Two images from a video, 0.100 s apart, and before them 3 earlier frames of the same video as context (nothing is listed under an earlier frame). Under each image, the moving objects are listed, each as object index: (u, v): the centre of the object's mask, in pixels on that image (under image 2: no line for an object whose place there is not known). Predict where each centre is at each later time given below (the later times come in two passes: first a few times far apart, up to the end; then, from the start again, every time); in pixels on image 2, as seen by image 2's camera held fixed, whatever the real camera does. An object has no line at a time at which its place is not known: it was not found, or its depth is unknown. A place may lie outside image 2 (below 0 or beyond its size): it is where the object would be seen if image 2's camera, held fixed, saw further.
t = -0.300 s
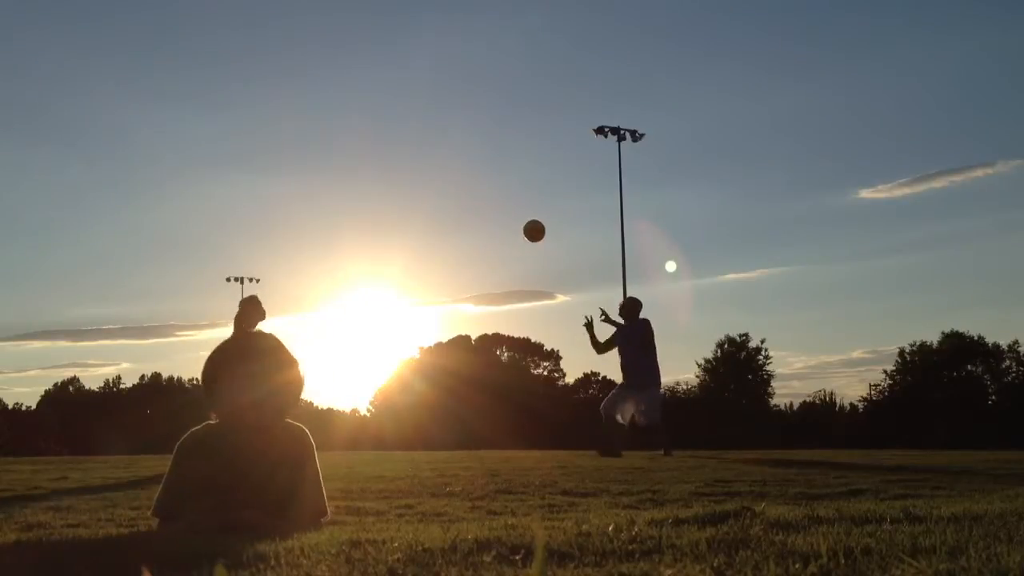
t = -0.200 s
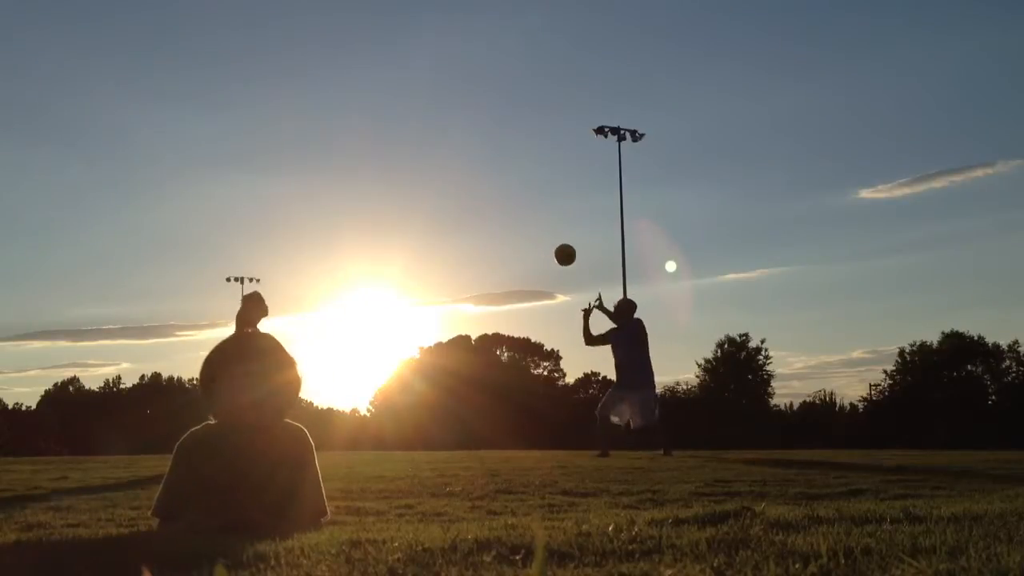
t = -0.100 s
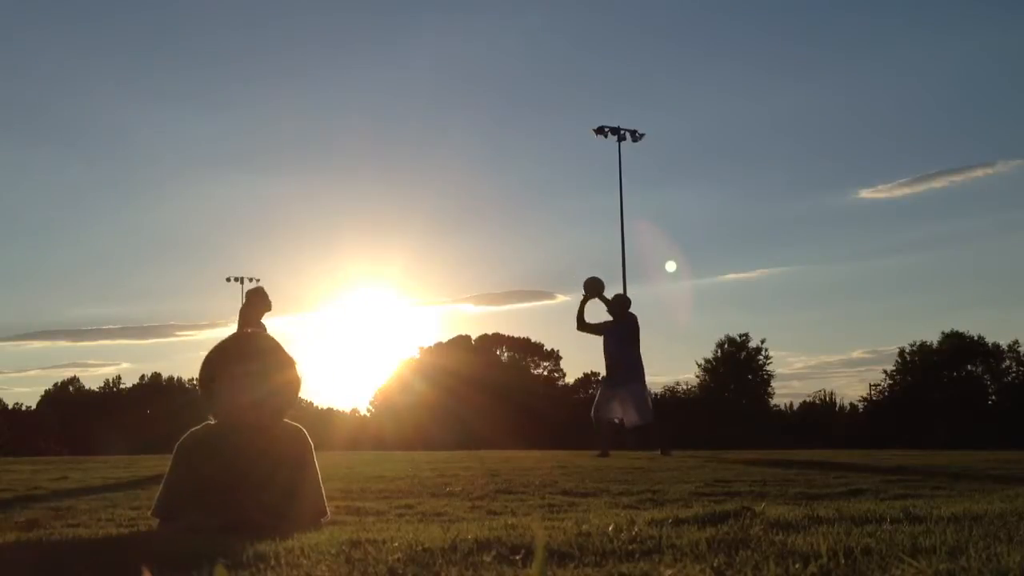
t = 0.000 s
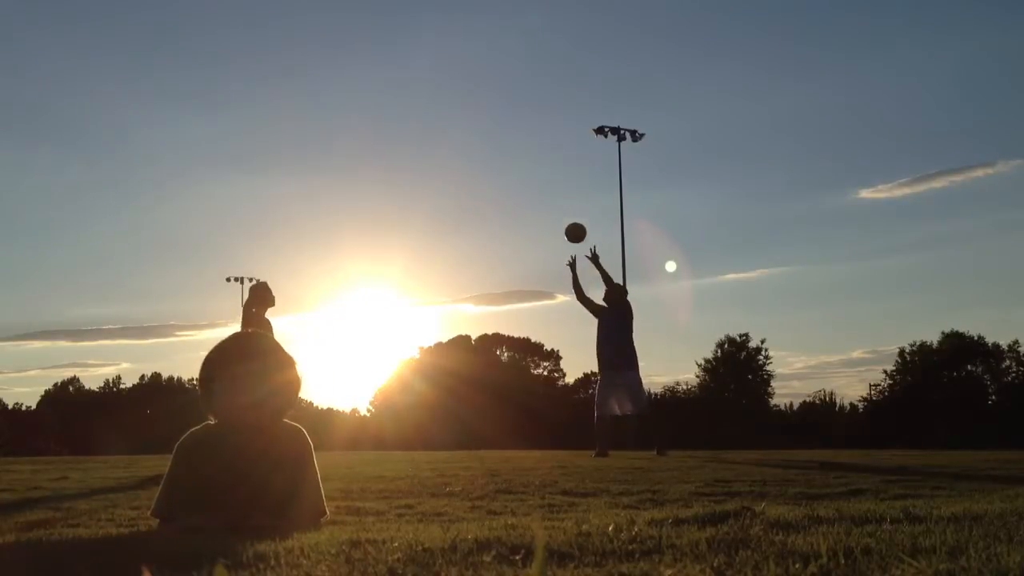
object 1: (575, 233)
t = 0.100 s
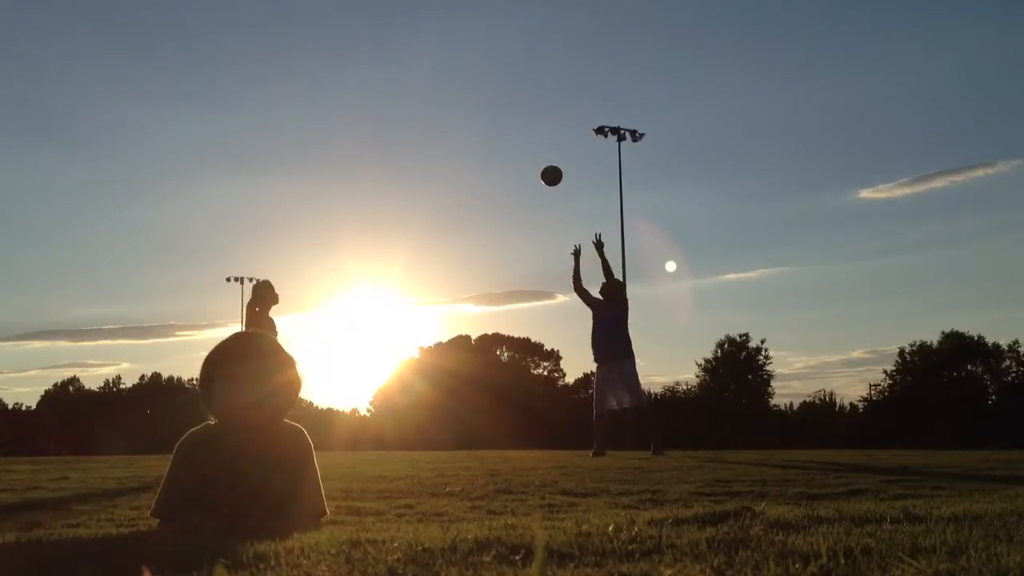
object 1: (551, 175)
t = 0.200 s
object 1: (528, 128)
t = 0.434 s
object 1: (475, 57)
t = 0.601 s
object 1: (437, 39)
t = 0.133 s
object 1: (543, 159)
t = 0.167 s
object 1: (536, 143)
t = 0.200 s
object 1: (528, 128)
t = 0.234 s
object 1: (520, 115)
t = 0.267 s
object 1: (513, 103)
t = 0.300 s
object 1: (505, 91)
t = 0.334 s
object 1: (497, 81)
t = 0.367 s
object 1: (490, 72)
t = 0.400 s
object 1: (482, 64)
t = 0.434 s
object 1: (475, 57)
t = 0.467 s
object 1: (467, 52)
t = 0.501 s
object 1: (460, 47)
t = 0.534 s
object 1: (452, 43)
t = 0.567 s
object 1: (445, 41)
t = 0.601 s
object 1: (437, 39)
